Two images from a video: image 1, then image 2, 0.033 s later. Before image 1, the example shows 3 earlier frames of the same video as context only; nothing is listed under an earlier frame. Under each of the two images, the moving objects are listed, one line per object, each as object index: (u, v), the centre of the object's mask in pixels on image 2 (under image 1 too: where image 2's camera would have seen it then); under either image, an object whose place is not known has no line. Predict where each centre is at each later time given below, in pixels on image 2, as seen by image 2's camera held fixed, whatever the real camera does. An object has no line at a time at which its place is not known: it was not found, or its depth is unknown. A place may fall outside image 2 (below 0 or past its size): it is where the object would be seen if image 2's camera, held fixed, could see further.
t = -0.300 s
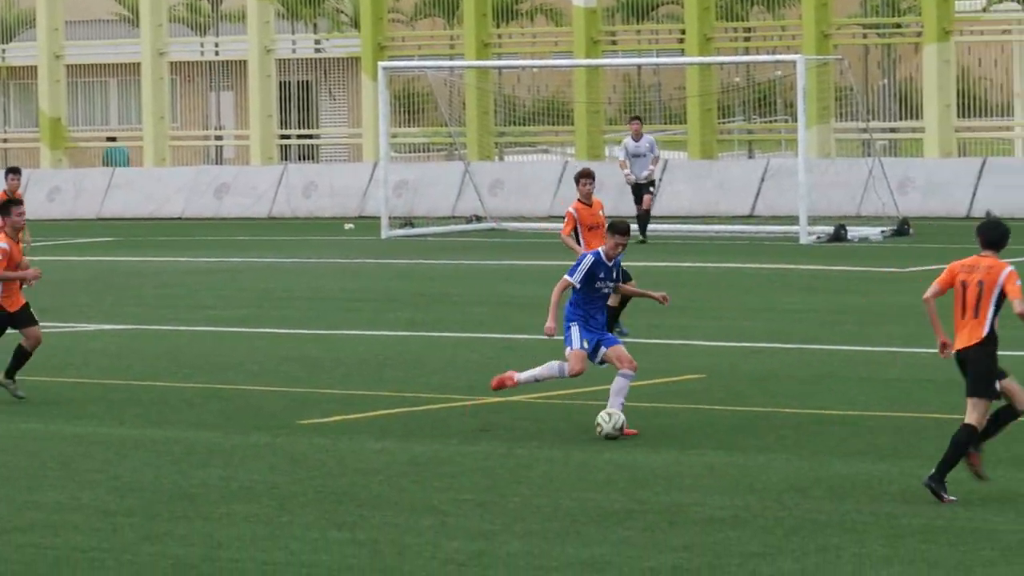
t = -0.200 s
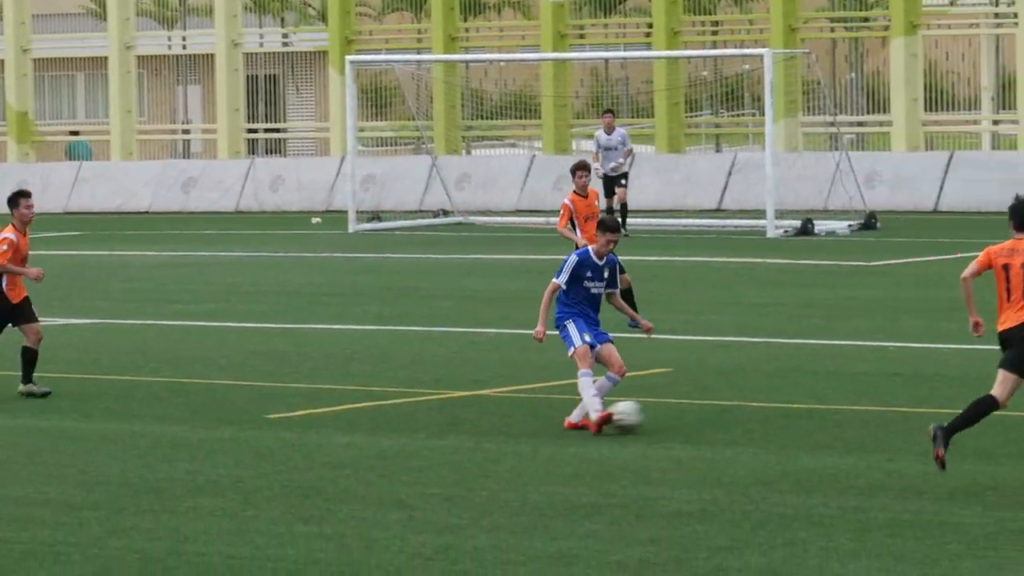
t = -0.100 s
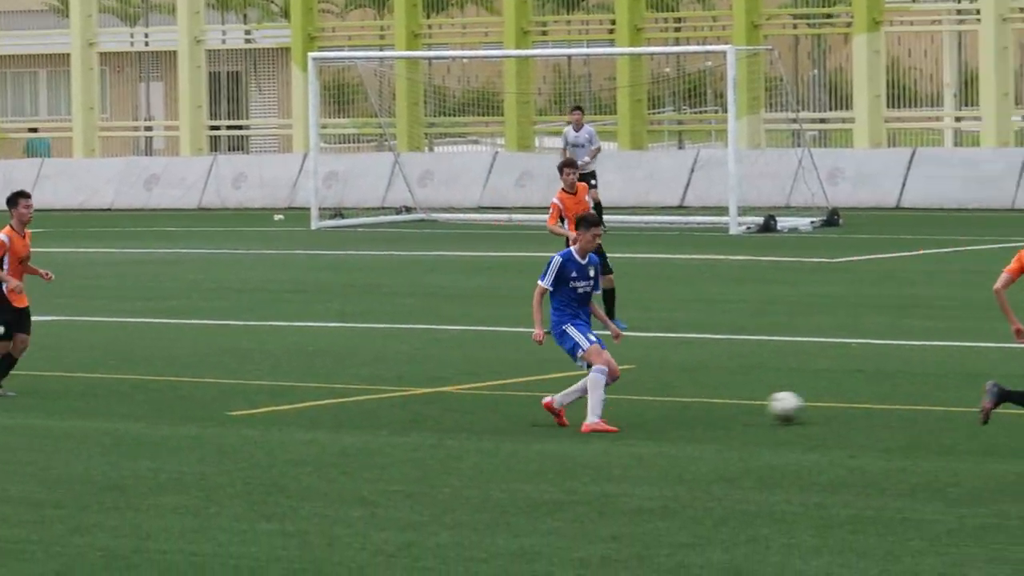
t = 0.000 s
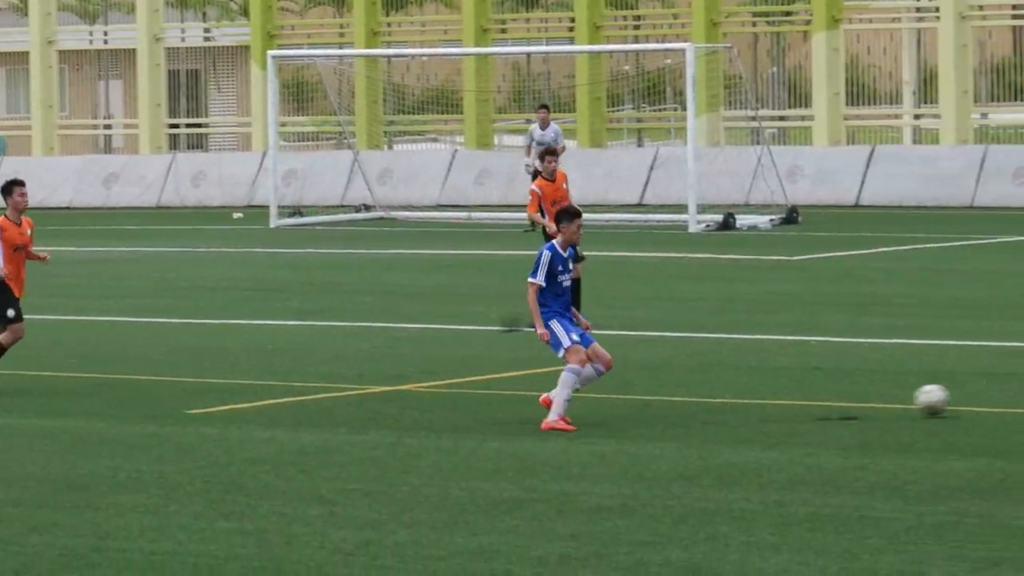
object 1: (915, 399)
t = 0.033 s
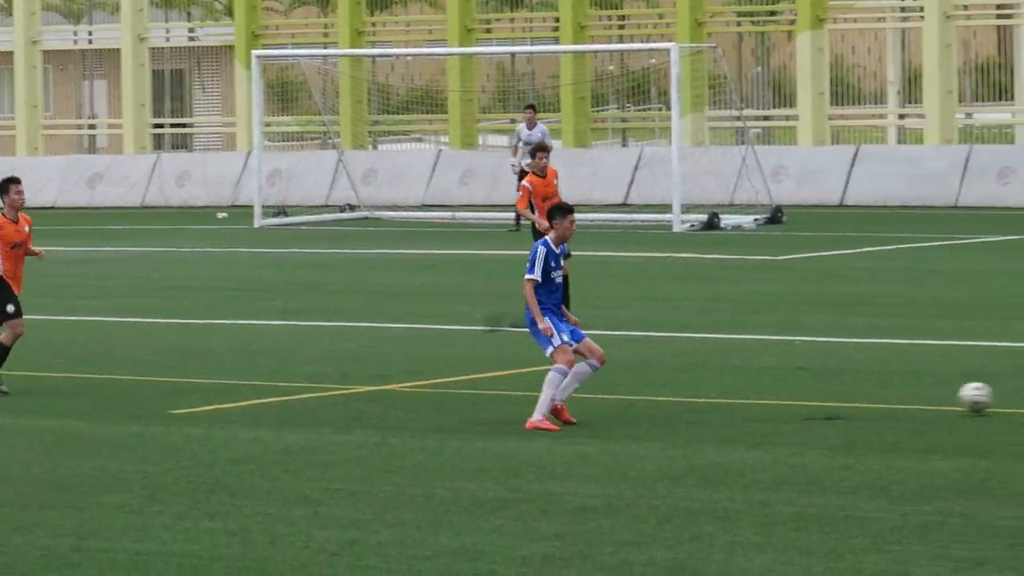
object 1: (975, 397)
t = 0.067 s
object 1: (1031, 397)
